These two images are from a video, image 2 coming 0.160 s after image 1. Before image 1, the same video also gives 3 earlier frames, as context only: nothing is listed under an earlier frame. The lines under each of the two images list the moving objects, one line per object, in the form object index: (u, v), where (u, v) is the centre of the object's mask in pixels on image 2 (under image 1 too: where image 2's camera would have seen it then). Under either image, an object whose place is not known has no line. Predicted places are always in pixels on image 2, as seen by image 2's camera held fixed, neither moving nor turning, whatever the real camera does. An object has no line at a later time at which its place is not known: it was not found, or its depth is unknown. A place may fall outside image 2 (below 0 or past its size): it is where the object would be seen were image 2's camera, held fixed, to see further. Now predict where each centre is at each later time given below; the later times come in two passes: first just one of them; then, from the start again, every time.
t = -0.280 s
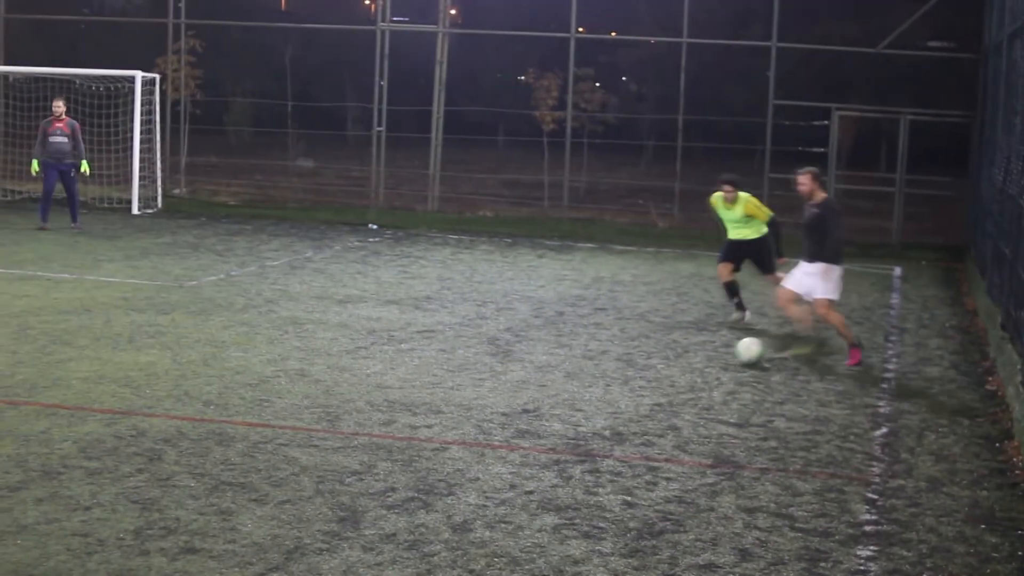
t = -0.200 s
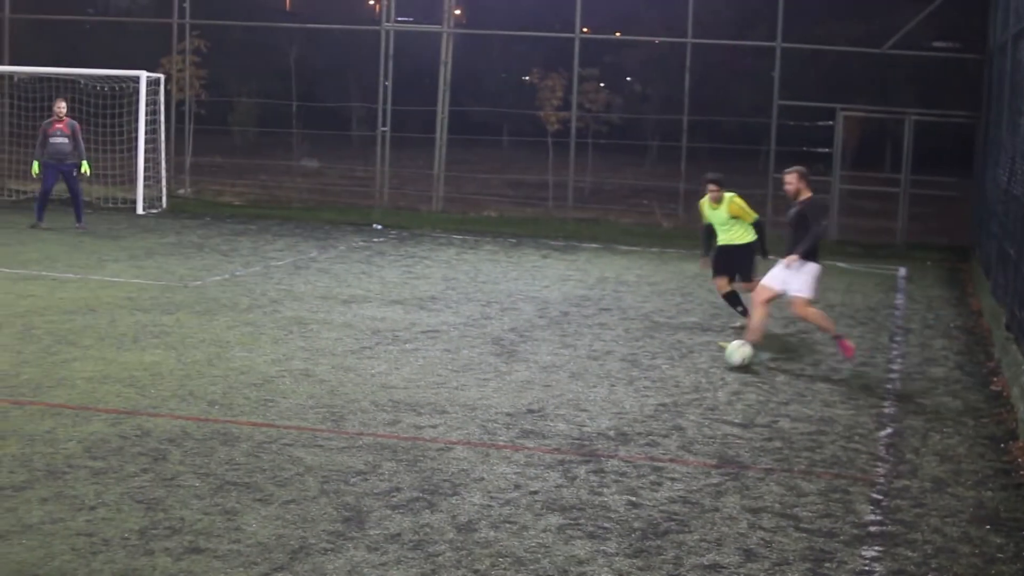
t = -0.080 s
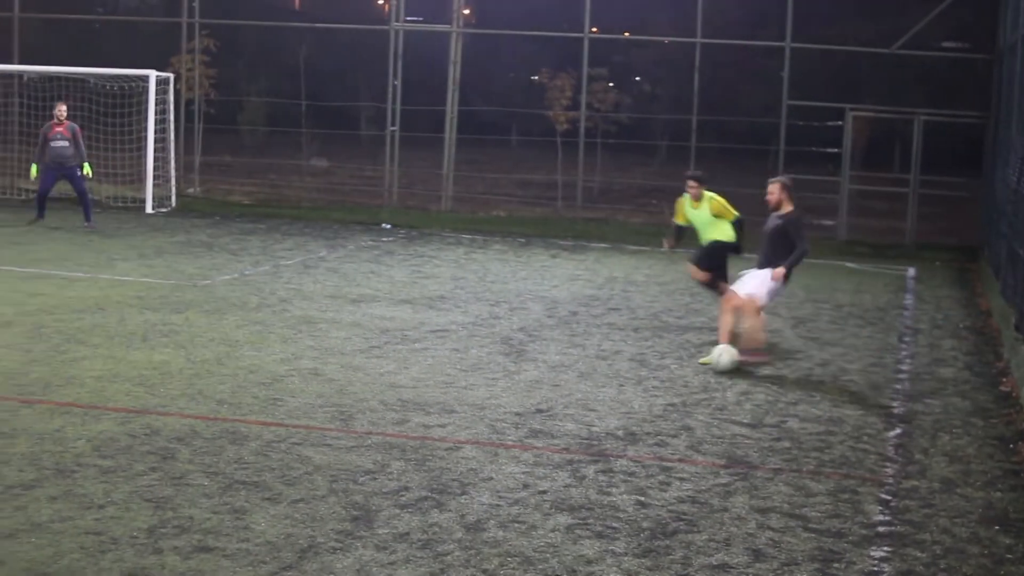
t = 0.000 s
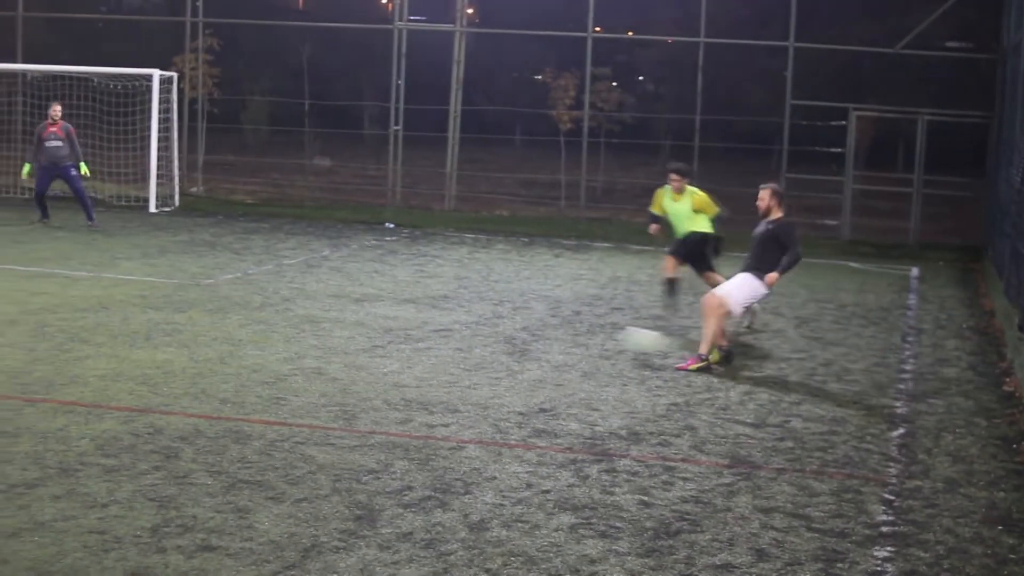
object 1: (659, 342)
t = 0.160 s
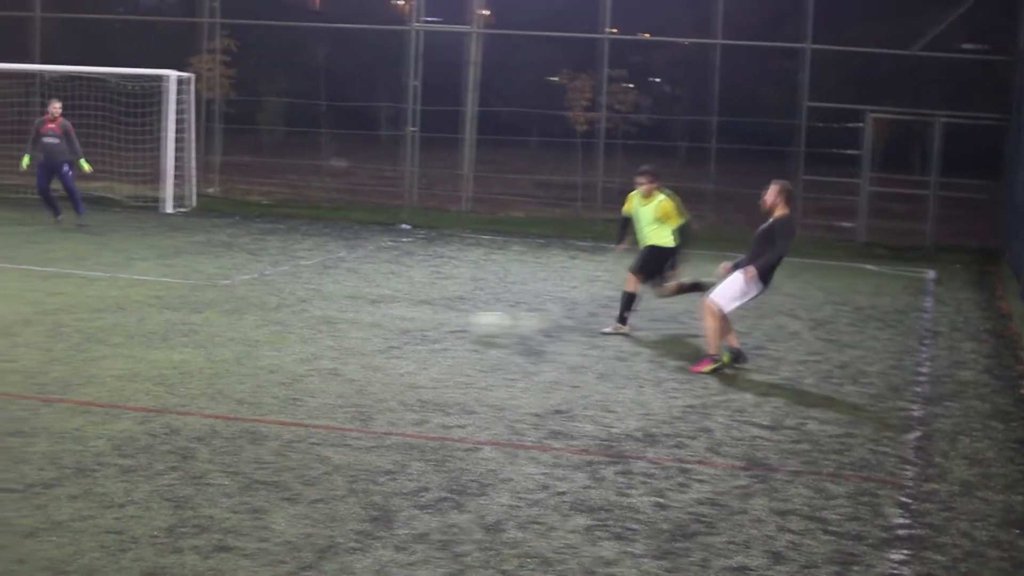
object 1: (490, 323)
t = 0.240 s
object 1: (434, 320)
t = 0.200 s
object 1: (464, 322)
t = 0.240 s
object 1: (434, 320)
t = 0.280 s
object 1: (412, 310)
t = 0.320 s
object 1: (387, 307)
